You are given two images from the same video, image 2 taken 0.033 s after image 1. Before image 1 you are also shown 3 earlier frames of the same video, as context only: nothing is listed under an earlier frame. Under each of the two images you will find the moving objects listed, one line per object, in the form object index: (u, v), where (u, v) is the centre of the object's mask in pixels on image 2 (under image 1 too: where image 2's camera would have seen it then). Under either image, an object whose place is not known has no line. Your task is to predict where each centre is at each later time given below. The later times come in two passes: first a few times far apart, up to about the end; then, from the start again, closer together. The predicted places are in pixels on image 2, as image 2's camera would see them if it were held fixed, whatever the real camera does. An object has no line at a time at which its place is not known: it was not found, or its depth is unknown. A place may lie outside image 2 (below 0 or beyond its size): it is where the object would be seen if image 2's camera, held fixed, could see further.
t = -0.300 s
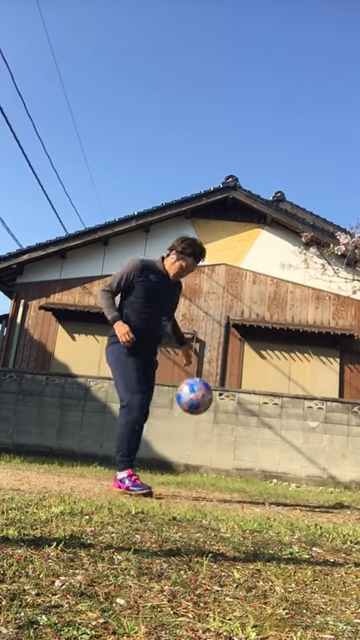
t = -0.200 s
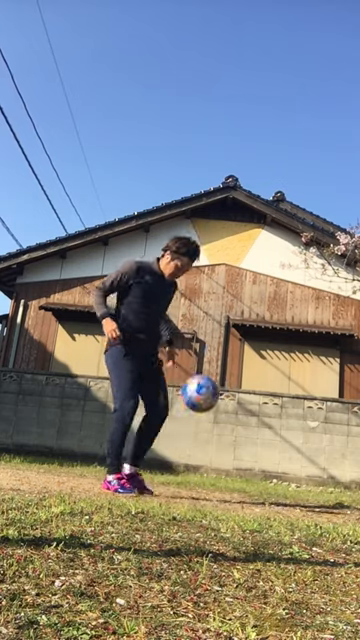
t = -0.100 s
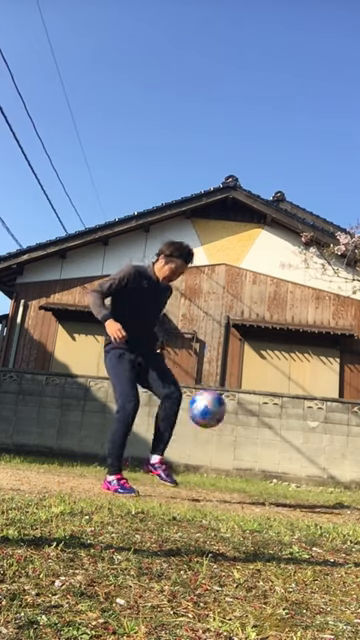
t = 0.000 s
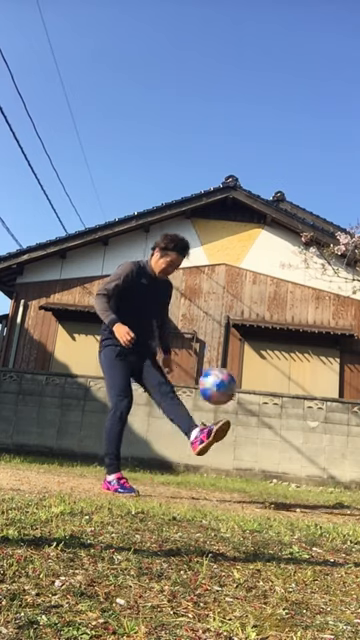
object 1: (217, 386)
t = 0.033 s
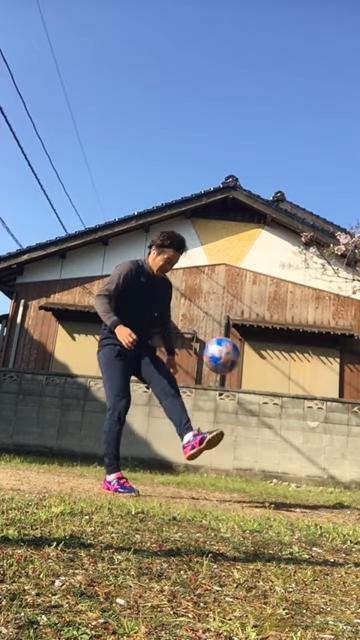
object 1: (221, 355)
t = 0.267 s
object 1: (246, 212)
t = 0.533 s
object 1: (263, 158)
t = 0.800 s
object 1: (273, 201)
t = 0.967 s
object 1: (277, 280)
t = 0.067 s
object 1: (225, 328)
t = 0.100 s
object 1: (228, 304)
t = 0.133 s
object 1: (233, 283)
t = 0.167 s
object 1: (237, 263)
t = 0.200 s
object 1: (241, 244)
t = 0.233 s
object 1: (244, 226)
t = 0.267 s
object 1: (246, 212)
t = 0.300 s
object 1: (248, 201)
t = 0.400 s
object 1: (256, 174)
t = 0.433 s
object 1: (259, 166)
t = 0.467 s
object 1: (261, 161)
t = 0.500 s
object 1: (262, 159)
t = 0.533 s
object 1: (263, 158)
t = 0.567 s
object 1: (265, 159)
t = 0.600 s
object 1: (267, 160)
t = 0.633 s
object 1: (269, 162)
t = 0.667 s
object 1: (270, 166)
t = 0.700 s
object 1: (271, 172)
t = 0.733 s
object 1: (271, 181)
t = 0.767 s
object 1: (273, 191)
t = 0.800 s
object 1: (273, 201)
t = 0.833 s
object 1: (273, 211)
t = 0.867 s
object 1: (276, 226)
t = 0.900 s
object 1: (276, 241)
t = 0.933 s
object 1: (276, 259)
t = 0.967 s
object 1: (277, 280)
